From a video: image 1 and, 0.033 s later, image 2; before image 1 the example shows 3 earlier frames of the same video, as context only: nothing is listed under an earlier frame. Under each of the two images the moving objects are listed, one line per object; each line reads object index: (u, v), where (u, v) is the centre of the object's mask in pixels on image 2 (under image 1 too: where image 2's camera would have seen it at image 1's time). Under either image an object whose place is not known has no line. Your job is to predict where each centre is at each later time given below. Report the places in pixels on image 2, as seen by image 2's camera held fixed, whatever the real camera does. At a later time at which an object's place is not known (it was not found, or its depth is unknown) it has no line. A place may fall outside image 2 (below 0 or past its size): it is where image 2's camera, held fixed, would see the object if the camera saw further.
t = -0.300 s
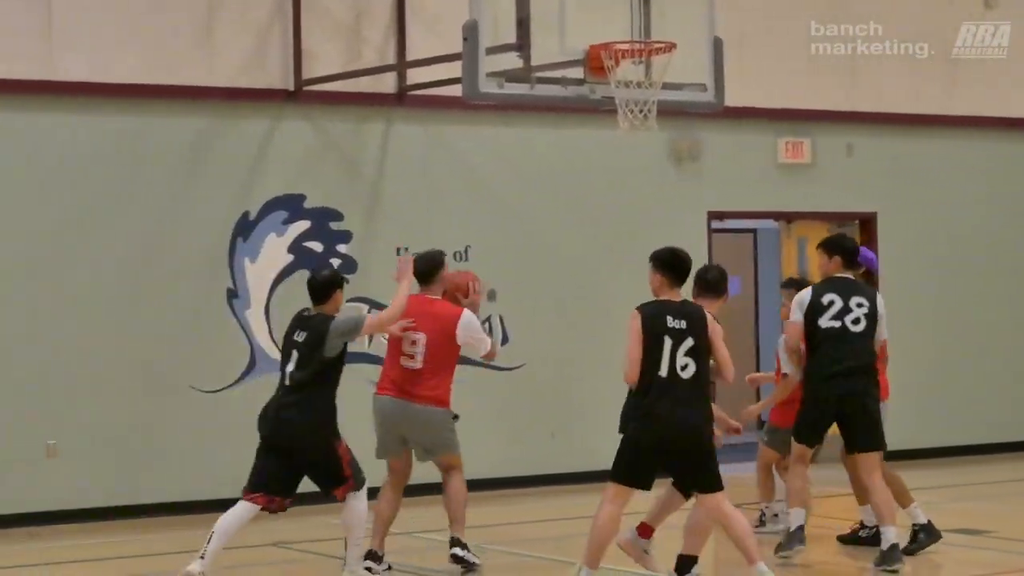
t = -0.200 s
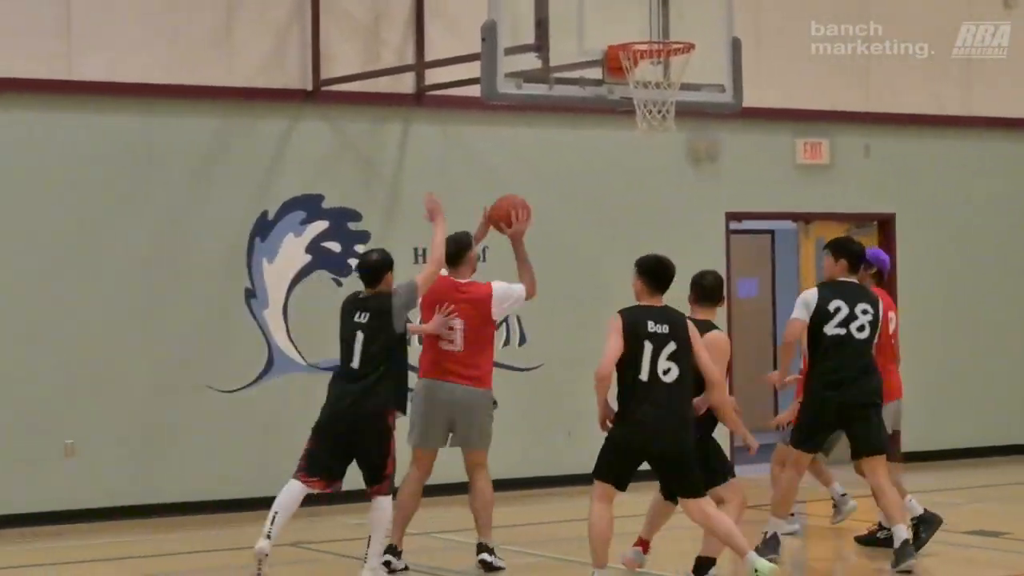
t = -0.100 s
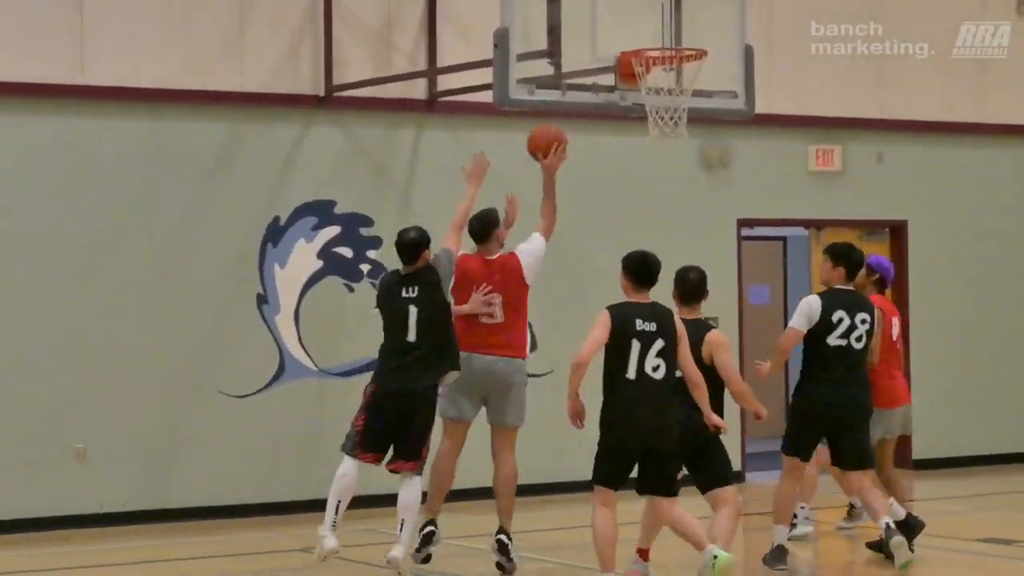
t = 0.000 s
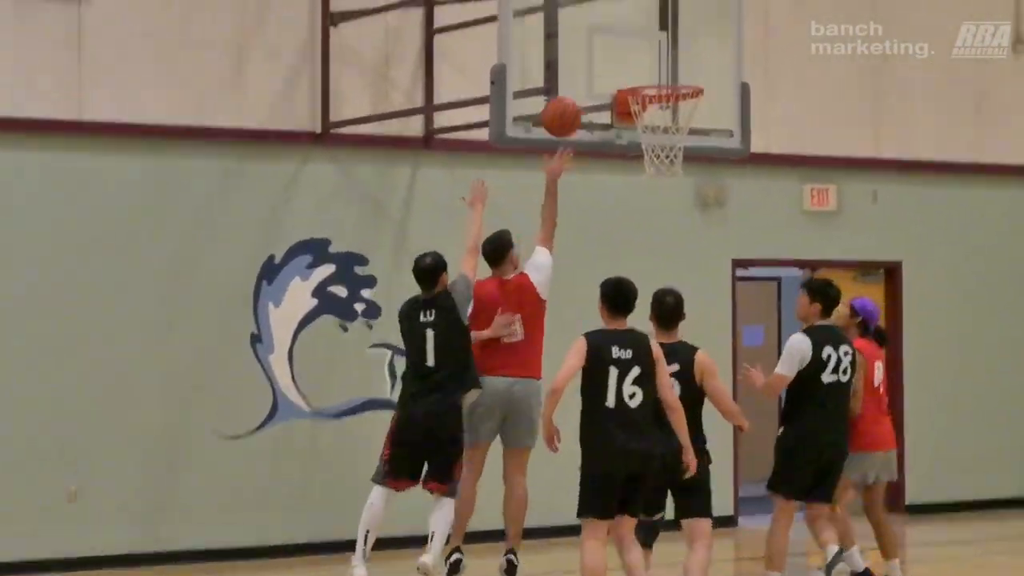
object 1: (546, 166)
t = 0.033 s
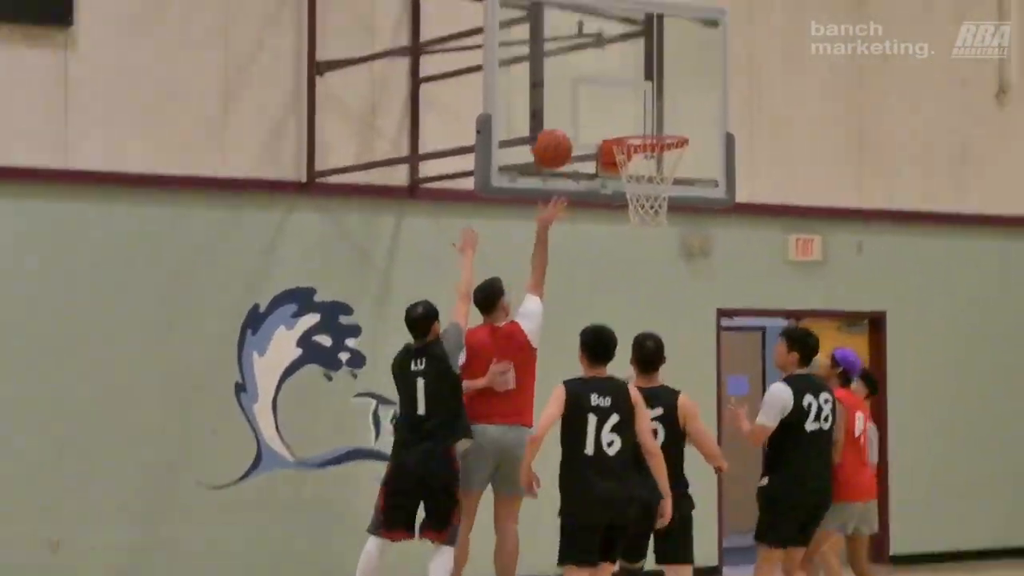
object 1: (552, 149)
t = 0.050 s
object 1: (555, 141)
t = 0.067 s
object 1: (559, 133)
